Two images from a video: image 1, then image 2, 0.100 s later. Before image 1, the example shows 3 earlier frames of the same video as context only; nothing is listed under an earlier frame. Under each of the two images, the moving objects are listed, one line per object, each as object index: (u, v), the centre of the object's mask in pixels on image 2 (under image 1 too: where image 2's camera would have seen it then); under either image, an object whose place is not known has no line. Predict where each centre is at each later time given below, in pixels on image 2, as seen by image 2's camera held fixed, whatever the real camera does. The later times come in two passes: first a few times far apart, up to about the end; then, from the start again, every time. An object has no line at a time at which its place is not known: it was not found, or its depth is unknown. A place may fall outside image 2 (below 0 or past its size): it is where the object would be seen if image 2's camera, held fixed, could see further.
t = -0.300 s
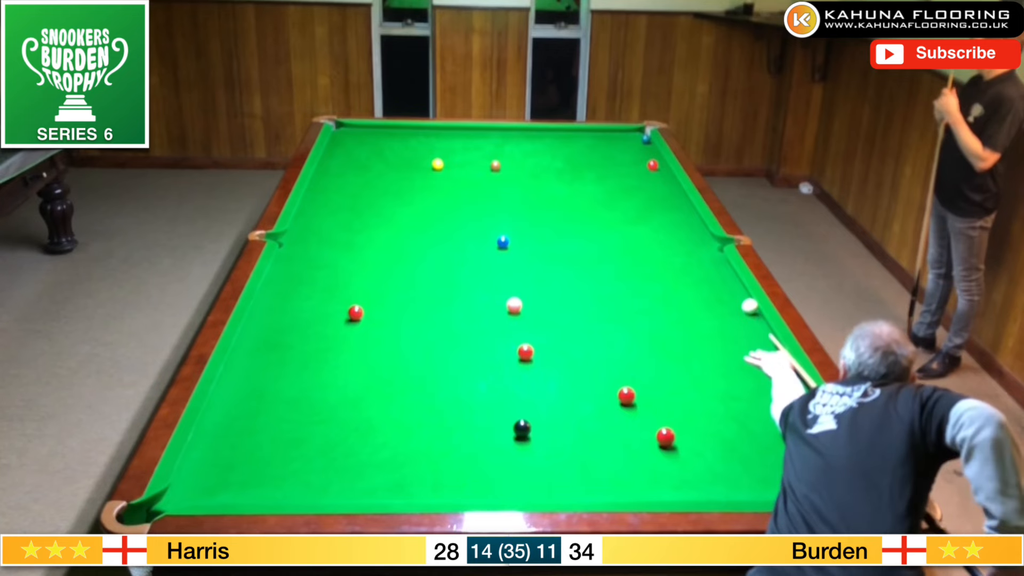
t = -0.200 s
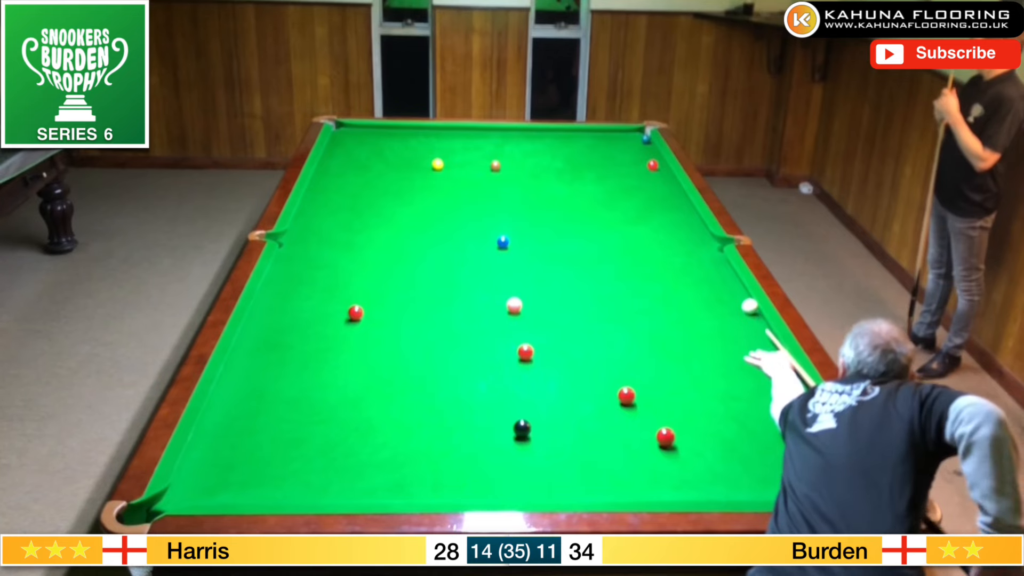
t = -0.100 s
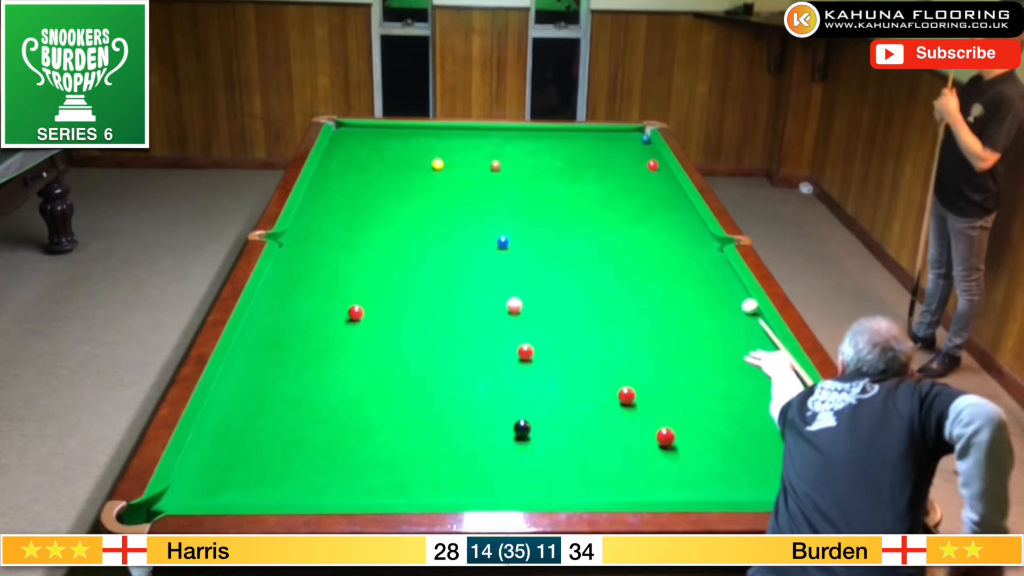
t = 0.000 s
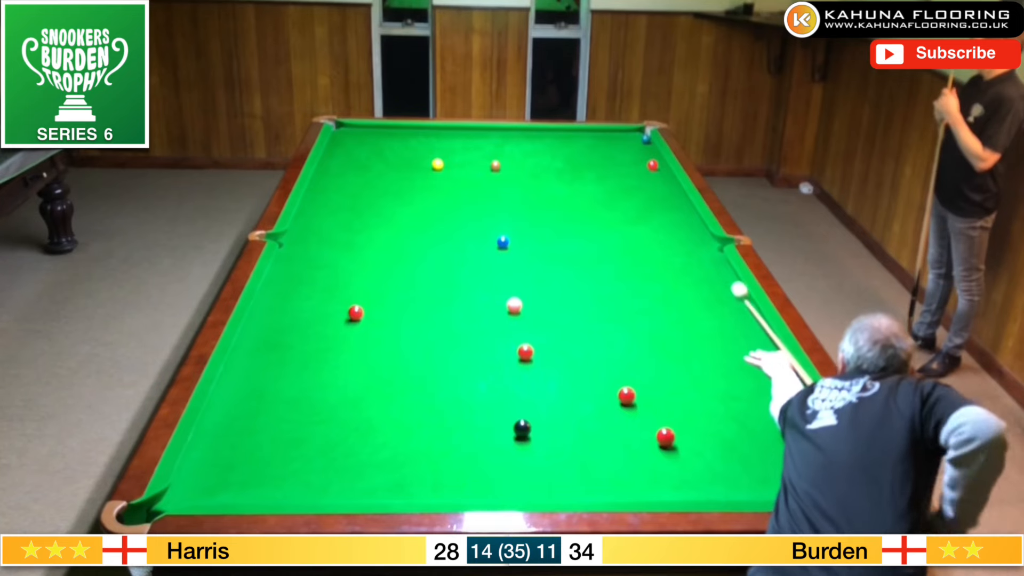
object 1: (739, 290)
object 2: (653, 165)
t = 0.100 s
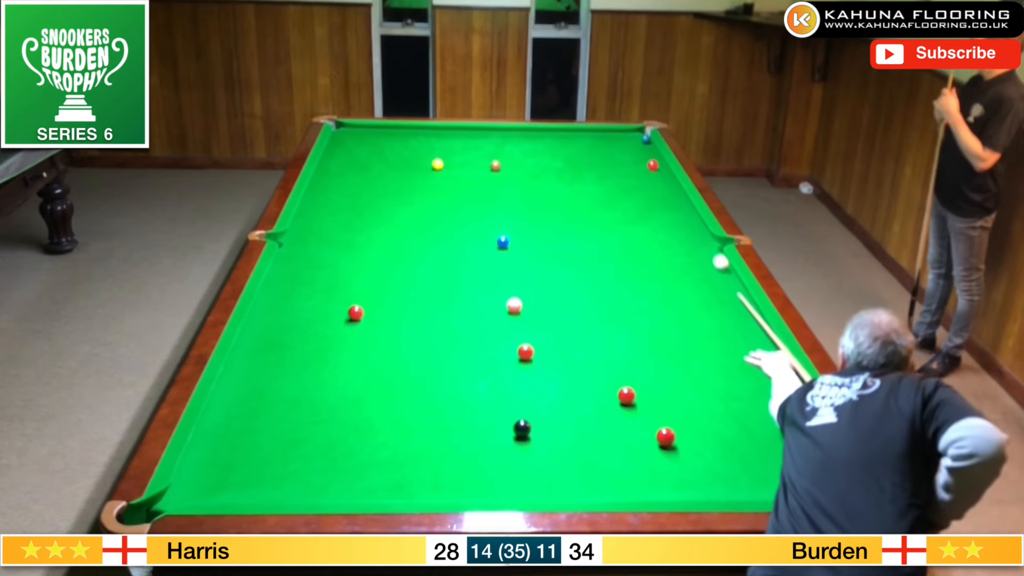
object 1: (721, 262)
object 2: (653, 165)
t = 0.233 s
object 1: (702, 233)
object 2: (653, 165)
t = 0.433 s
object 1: (679, 200)
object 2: (653, 165)
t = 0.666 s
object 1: (659, 168)
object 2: (651, 164)
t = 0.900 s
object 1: (647, 161)
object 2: (618, 147)
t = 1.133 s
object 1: (627, 154)
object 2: (592, 133)
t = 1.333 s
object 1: (611, 148)
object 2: (580, 135)
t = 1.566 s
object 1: (594, 141)
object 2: (571, 142)
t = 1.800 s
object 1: (579, 135)
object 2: (562, 151)
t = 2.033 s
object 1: (565, 130)
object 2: (553, 159)
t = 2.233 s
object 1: (557, 131)
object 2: (546, 165)
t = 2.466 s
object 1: (549, 133)
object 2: (537, 173)
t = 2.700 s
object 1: (542, 136)
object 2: (528, 182)
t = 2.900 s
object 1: (537, 138)
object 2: (521, 188)
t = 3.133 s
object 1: (532, 140)
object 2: (512, 197)
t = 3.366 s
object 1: (527, 142)
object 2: (503, 205)
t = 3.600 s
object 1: (523, 143)
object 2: (495, 213)
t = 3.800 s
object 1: (520, 145)
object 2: (487, 219)
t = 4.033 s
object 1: (516, 146)
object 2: (479, 227)
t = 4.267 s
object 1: (514, 147)
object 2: (471, 235)
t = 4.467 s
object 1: (514, 147)
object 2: (464, 241)
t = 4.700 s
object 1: (513, 148)
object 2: (456, 248)
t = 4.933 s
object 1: (513, 148)
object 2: (449, 255)
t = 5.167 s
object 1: (513, 148)
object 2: (443, 262)
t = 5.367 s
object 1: (513, 148)
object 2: (437, 267)
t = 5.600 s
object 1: (513, 148)
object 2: (431, 273)
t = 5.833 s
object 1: (513, 148)
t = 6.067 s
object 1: (513, 148)
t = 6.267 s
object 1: (513, 148)
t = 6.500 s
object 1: (513, 148)
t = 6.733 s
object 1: (513, 148)
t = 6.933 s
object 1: (513, 148)
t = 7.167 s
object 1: (513, 148)
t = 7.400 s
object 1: (513, 148)
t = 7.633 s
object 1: (513, 148)
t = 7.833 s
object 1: (513, 148)
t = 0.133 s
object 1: (715, 254)
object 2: (653, 165)
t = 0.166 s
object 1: (710, 247)
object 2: (653, 165)
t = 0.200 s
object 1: (706, 240)
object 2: (653, 165)
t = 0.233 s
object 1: (702, 233)
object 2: (653, 165)
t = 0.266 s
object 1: (697, 227)
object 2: (653, 165)
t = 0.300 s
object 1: (694, 221)
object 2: (653, 165)
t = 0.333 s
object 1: (690, 215)
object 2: (653, 165)
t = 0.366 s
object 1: (686, 210)
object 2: (653, 165)
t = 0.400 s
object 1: (682, 205)
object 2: (653, 165)
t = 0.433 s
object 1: (679, 200)
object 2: (653, 165)
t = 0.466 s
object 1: (676, 195)
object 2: (653, 165)
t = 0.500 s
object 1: (673, 190)
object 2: (653, 165)
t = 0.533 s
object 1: (670, 185)
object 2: (653, 165)
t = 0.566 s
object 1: (666, 180)
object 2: (653, 165)
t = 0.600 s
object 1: (663, 176)
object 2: (653, 165)
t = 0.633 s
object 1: (661, 171)
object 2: (652, 165)
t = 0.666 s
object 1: (659, 168)
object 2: (651, 164)
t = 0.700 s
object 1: (662, 167)
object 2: (646, 162)
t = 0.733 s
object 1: (664, 166)
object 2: (641, 159)
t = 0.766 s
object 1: (660, 165)
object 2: (635, 156)
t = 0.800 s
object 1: (656, 164)
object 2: (630, 153)
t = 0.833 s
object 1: (653, 163)
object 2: (626, 151)
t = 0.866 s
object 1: (650, 163)
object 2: (621, 149)
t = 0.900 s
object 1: (647, 161)
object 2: (618, 147)
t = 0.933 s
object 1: (644, 160)
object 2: (614, 145)
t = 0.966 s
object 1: (641, 159)
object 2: (610, 143)
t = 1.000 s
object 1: (638, 158)
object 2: (606, 141)
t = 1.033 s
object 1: (635, 157)
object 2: (603, 139)
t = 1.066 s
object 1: (632, 156)
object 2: (599, 137)
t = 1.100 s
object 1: (629, 155)
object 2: (595, 135)
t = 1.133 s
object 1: (627, 154)
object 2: (592, 133)
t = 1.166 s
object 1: (624, 153)
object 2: (588, 132)
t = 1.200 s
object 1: (621, 152)
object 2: (585, 130)
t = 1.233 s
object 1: (619, 151)
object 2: (584, 131)
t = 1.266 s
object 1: (616, 150)
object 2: (583, 133)
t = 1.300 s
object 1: (613, 149)
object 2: (581, 134)
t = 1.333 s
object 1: (611, 148)
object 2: (580, 135)
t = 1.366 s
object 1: (608, 147)
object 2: (579, 136)
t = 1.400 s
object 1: (606, 146)
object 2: (578, 137)
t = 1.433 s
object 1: (603, 145)
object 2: (576, 138)
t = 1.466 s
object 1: (601, 144)
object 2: (575, 139)
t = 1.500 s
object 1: (599, 143)
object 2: (574, 140)
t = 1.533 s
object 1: (596, 142)
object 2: (573, 142)
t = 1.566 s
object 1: (594, 141)
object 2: (571, 142)
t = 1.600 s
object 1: (592, 141)
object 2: (570, 144)
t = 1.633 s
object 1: (590, 139)
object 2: (569, 145)
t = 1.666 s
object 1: (588, 139)
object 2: (567, 146)
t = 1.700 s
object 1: (585, 138)
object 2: (566, 147)
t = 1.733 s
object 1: (583, 137)
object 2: (565, 148)
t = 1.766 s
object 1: (581, 136)
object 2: (564, 149)
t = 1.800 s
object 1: (579, 135)
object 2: (562, 151)
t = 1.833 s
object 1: (577, 134)
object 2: (561, 151)
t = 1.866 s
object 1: (575, 134)
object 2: (560, 153)
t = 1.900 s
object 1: (573, 133)
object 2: (558, 154)
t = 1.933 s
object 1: (571, 132)
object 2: (557, 155)
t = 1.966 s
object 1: (569, 132)
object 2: (556, 156)
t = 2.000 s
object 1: (567, 131)
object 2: (555, 157)
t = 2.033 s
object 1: (565, 130)
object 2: (553, 159)
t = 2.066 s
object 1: (563, 129)
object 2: (552, 160)
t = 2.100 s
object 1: (561, 129)
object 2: (551, 161)
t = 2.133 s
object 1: (560, 129)
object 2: (550, 162)
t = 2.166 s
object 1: (559, 130)
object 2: (548, 163)
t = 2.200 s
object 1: (558, 130)
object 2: (547, 164)
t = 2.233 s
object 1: (557, 131)
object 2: (546, 165)
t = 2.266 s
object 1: (556, 131)
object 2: (545, 166)
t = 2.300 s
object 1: (555, 131)
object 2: (543, 168)
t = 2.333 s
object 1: (554, 131)
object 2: (542, 169)
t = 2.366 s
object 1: (553, 132)
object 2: (541, 170)
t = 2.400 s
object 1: (551, 133)
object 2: (540, 171)
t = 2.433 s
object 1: (550, 133)
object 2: (538, 172)
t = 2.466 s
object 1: (549, 133)
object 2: (537, 173)
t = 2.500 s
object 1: (548, 134)
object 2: (536, 175)
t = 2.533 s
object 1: (547, 134)
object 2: (535, 176)
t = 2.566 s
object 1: (546, 134)
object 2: (533, 177)
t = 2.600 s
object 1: (545, 135)
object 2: (532, 178)
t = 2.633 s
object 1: (544, 135)
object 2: (531, 179)
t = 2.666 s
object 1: (543, 135)
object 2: (530, 180)
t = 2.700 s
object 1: (542, 136)
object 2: (528, 182)
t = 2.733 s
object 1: (541, 136)
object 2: (527, 183)
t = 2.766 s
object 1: (541, 136)
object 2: (526, 184)
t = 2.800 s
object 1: (540, 137)
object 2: (525, 185)
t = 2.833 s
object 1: (539, 137)
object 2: (523, 186)
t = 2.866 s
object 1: (538, 137)
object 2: (522, 187)
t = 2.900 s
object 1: (537, 138)
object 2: (521, 188)
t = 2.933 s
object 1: (536, 138)
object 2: (520, 189)
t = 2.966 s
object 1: (536, 138)
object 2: (518, 191)
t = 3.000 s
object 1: (535, 139)
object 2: (517, 192)
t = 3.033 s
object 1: (534, 139)
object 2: (516, 193)
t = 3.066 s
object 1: (533, 139)
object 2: (515, 194)
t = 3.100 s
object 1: (532, 140)
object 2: (513, 195)
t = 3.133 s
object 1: (532, 140)
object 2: (512, 197)
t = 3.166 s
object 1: (531, 140)
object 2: (511, 198)
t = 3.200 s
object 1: (530, 140)
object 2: (510, 199)
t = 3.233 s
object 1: (529, 141)
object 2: (508, 200)
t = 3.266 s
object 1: (529, 141)
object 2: (507, 201)
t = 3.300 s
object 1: (528, 141)
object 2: (506, 202)
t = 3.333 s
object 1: (527, 142)
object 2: (505, 204)
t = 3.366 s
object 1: (527, 142)
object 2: (503, 205)
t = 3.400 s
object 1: (526, 142)
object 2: (502, 206)
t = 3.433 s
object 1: (525, 142)
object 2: (501, 207)
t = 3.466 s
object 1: (525, 142)
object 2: (500, 208)
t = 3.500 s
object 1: (524, 143)
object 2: (498, 209)
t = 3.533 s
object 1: (523, 143)
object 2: (497, 210)
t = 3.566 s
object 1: (523, 143)
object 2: (496, 212)
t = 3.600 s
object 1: (523, 143)
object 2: (495, 213)
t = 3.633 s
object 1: (522, 144)
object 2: (494, 214)
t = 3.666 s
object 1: (521, 144)
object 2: (492, 215)
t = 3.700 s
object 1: (521, 144)
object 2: (491, 216)
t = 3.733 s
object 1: (520, 144)
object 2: (490, 217)
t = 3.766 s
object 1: (520, 144)
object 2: (489, 218)
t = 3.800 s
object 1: (520, 145)
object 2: (487, 219)
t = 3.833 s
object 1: (519, 145)
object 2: (486, 221)
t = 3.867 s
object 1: (518, 145)
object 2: (485, 222)
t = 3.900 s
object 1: (518, 145)
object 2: (484, 223)
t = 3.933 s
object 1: (517, 145)
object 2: (482, 224)
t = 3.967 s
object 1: (517, 146)
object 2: (481, 225)
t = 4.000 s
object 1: (517, 146)
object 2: (480, 226)
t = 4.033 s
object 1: (516, 146)
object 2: (479, 227)
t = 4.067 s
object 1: (516, 146)
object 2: (477, 228)
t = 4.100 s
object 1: (516, 146)
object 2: (476, 229)
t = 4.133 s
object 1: (515, 146)
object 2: (475, 230)
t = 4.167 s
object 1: (515, 146)
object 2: (474, 232)
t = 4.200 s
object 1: (515, 147)
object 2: (473, 233)
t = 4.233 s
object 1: (515, 147)
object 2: (472, 234)
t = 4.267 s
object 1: (514, 147)
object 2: (471, 235)
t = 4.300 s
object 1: (514, 147)
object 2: (469, 236)
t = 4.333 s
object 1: (514, 147)
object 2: (468, 237)
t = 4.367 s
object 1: (514, 147)
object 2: (467, 238)
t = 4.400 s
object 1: (514, 147)
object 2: (466, 239)
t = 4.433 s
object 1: (514, 147)
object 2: (465, 240)
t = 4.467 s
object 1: (514, 147)
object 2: (464, 241)
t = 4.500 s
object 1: (513, 148)
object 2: (463, 242)
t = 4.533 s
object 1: (513, 148)
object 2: (462, 243)
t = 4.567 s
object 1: (513, 148)
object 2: (460, 244)
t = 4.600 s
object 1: (513, 148)
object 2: (459, 245)
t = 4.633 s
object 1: (513, 148)
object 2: (458, 246)
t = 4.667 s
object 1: (513, 148)
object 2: (457, 247)
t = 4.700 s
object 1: (513, 148)
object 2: (456, 248)
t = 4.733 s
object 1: (513, 148)
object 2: (455, 249)
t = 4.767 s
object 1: (513, 148)
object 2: (454, 250)
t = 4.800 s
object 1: (513, 148)
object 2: (453, 251)
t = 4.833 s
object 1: (513, 148)
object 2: (452, 252)
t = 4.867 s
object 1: (513, 148)
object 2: (451, 253)
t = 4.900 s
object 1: (513, 148)
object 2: (450, 255)
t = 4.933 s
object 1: (513, 148)
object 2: (449, 255)
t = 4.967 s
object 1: (513, 148)
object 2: (448, 256)
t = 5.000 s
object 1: (513, 148)
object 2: (447, 257)
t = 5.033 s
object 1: (513, 148)
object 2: (446, 258)
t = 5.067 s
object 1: (513, 148)
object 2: (445, 259)
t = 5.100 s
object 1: (513, 148)
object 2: (445, 260)
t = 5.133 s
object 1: (513, 148)
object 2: (443, 261)
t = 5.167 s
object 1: (513, 148)
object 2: (443, 262)
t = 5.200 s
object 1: (513, 148)
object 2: (442, 263)
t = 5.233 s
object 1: (513, 148)
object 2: (441, 264)
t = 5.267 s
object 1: (513, 148)
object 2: (440, 264)
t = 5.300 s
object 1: (513, 148)
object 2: (439, 265)
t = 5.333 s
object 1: (513, 148)
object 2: (438, 266)
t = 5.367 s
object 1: (513, 148)
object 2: (437, 267)
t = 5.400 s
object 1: (513, 148)
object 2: (436, 268)
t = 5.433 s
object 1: (513, 148)
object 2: (435, 269)
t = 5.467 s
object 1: (513, 148)
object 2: (434, 270)
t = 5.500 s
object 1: (513, 148)
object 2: (433, 270)
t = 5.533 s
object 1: (513, 148)
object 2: (433, 271)
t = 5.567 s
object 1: (513, 148)
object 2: (432, 272)
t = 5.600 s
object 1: (513, 148)
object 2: (431, 273)
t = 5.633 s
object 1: (513, 148)
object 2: (430, 273)
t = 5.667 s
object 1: (513, 148)
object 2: (429, 274)
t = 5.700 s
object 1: (513, 148)
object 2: (428, 275)
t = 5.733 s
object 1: (513, 148)
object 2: (428, 276)
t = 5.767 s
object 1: (513, 148)
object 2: (427, 277)
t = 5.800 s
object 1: (513, 148)
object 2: (426, 277)
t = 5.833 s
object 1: (513, 148)
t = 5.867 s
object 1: (513, 148)
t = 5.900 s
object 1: (513, 148)
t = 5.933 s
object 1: (513, 148)
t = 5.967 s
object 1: (513, 148)
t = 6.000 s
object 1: (513, 148)
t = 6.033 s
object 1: (513, 148)
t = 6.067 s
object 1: (513, 148)
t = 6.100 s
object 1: (513, 148)
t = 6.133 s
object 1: (513, 148)
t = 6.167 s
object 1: (513, 148)
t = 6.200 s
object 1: (513, 148)
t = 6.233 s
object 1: (513, 148)
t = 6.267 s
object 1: (513, 148)
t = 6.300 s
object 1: (513, 148)
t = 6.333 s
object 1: (513, 148)
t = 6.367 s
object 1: (513, 148)
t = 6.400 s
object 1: (513, 148)
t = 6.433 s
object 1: (513, 148)
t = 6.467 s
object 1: (513, 148)
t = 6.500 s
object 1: (513, 148)
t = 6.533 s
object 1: (513, 148)
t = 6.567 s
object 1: (513, 148)
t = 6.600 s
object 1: (513, 148)
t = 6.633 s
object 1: (513, 148)
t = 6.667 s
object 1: (513, 148)
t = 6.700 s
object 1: (513, 148)
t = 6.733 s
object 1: (513, 148)
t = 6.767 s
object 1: (513, 148)
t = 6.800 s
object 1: (513, 148)
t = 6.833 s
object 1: (513, 148)
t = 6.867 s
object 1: (513, 148)
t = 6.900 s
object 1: (513, 148)
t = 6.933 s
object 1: (513, 148)
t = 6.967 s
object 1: (513, 148)
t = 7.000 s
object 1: (513, 148)
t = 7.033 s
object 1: (513, 148)
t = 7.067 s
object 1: (513, 148)
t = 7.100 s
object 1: (513, 148)
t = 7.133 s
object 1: (513, 148)
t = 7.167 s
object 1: (513, 148)
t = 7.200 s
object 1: (513, 148)
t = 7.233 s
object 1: (513, 148)
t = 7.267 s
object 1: (513, 148)
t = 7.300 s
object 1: (513, 148)
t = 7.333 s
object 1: (513, 148)
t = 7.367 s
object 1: (513, 148)
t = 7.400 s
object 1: (513, 148)
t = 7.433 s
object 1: (513, 148)
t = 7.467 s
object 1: (513, 148)
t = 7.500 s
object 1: (513, 148)
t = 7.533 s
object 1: (513, 148)
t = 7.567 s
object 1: (513, 148)
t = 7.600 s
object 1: (513, 148)
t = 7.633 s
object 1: (513, 148)
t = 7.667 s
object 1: (513, 148)
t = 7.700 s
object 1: (513, 148)
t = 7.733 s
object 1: (513, 148)
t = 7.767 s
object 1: (513, 148)
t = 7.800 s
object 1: (513, 148)
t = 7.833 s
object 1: (513, 148)
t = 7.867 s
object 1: (513, 148)
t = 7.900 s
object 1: (513, 148)
